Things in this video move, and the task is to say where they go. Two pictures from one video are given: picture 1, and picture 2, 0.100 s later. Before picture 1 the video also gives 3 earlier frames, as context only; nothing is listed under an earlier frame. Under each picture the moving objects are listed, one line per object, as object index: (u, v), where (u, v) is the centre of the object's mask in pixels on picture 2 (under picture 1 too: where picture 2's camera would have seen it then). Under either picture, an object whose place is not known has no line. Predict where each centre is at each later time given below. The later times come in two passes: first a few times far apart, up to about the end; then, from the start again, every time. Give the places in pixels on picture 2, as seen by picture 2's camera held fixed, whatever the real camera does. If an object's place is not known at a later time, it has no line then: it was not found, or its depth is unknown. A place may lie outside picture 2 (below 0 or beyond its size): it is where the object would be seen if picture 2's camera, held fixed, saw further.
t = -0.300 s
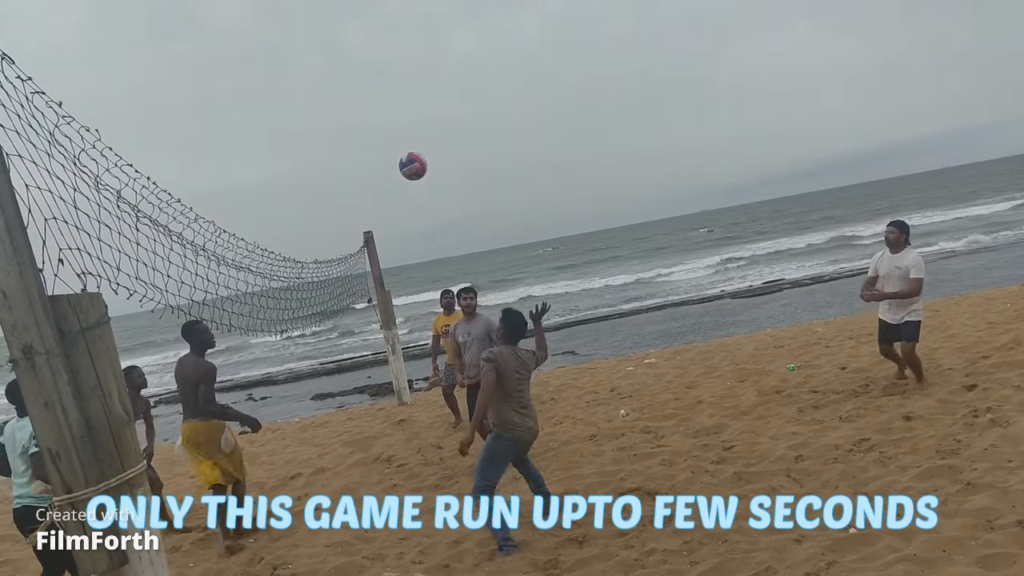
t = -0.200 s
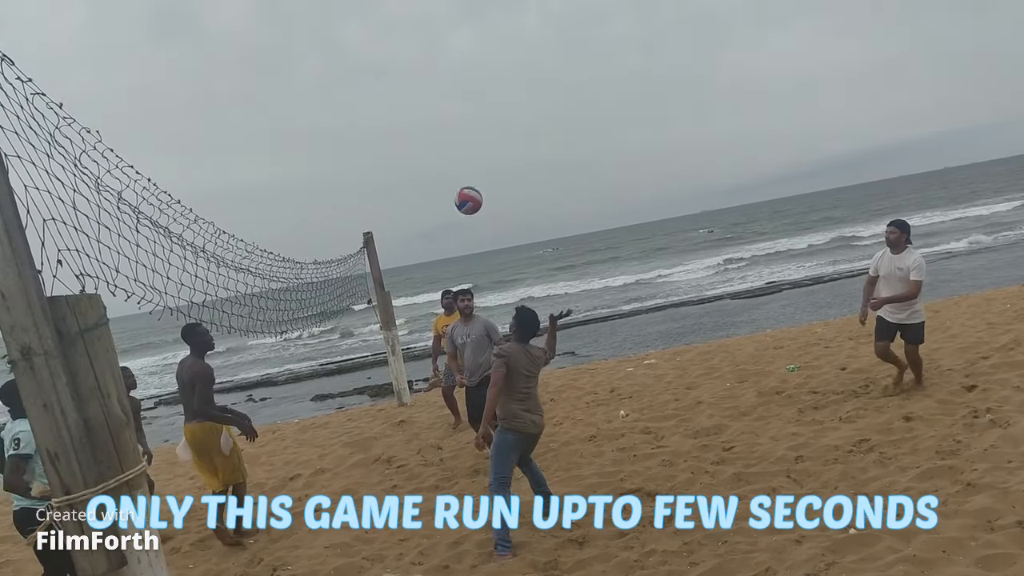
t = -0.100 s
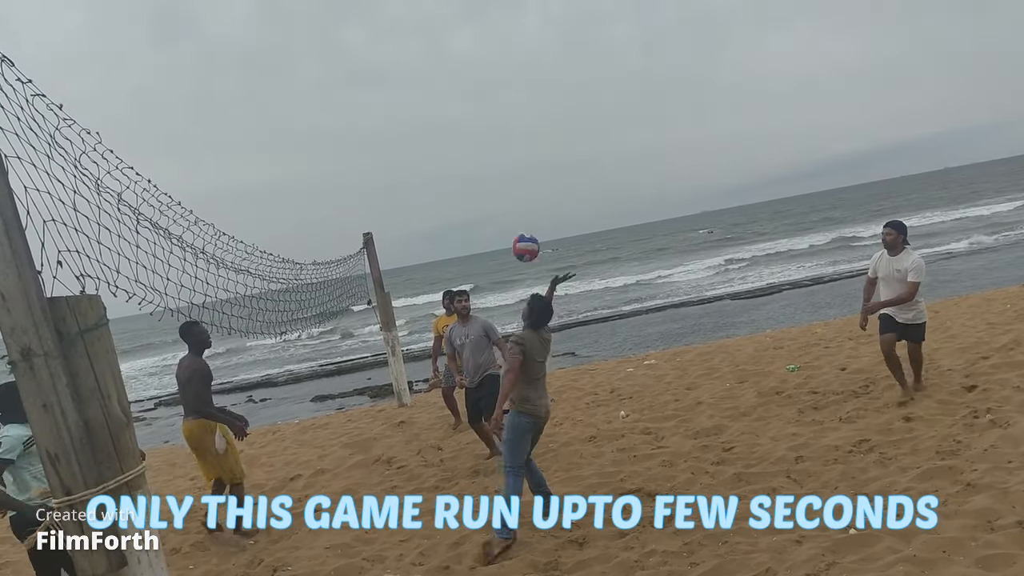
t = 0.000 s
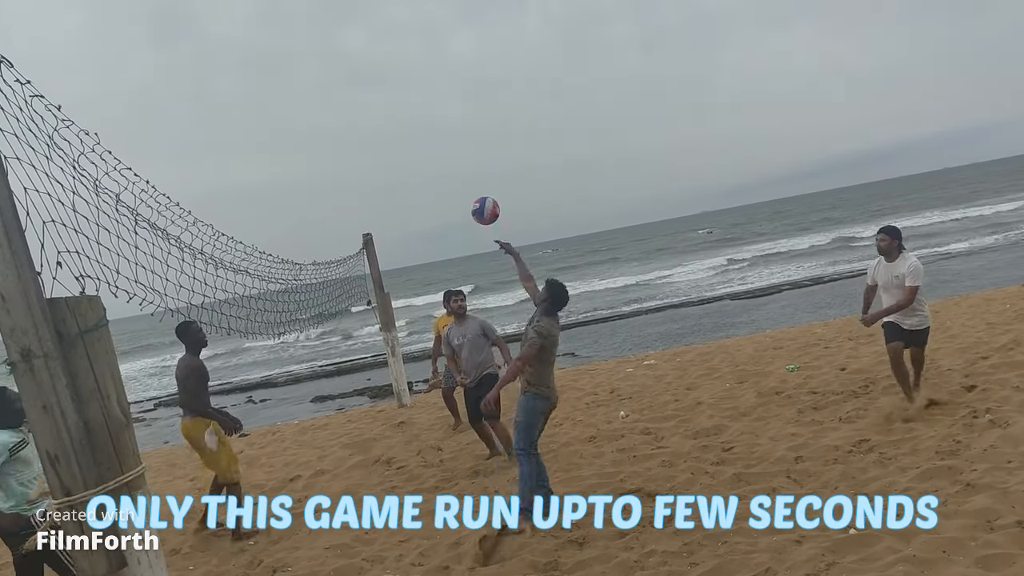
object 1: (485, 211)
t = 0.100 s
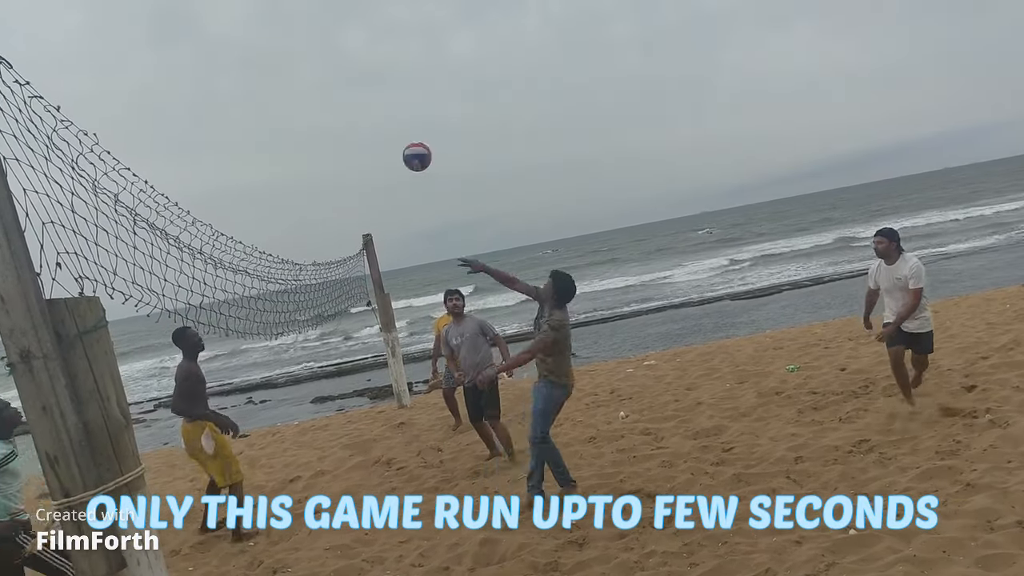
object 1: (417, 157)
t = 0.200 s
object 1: (350, 114)
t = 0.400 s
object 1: (222, 68)
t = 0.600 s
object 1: (104, 75)
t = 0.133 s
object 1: (394, 141)
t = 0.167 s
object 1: (372, 127)
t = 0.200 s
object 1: (350, 114)
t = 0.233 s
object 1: (328, 103)
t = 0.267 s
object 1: (307, 93)
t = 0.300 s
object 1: (286, 84)
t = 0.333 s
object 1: (265, 78)
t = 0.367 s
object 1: (244, 72)
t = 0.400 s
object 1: (222, 68)
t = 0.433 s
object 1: (202, 66)
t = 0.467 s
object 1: (182, 65)
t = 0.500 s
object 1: (162, 65)
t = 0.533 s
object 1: (143, 67)
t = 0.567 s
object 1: (123, 70)
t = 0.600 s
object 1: (104, 75)
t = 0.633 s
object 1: (86, 81)
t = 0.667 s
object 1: (67, 88)
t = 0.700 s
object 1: (49, 97)
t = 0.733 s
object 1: (31, 108)
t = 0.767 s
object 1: (18, 122)
